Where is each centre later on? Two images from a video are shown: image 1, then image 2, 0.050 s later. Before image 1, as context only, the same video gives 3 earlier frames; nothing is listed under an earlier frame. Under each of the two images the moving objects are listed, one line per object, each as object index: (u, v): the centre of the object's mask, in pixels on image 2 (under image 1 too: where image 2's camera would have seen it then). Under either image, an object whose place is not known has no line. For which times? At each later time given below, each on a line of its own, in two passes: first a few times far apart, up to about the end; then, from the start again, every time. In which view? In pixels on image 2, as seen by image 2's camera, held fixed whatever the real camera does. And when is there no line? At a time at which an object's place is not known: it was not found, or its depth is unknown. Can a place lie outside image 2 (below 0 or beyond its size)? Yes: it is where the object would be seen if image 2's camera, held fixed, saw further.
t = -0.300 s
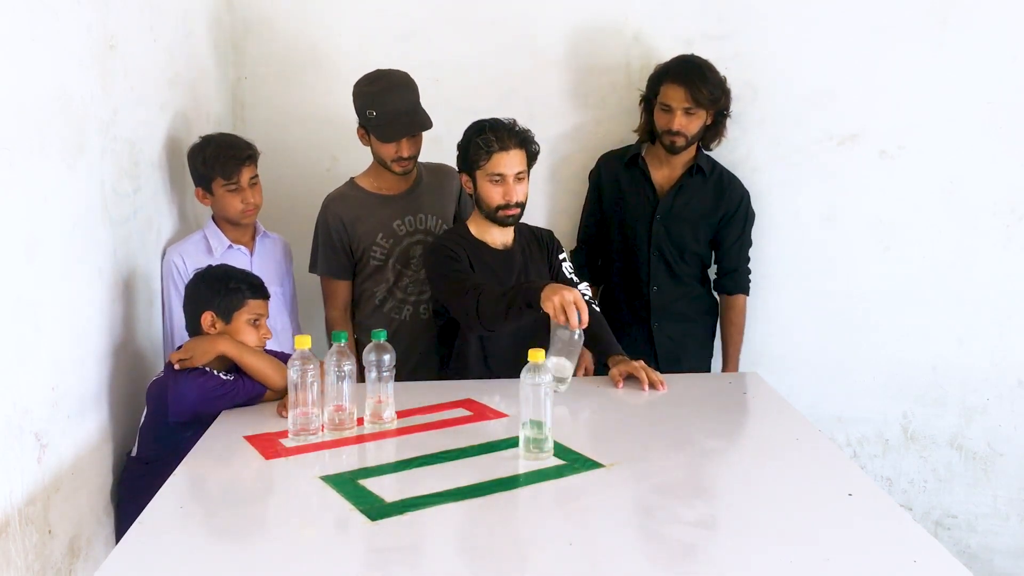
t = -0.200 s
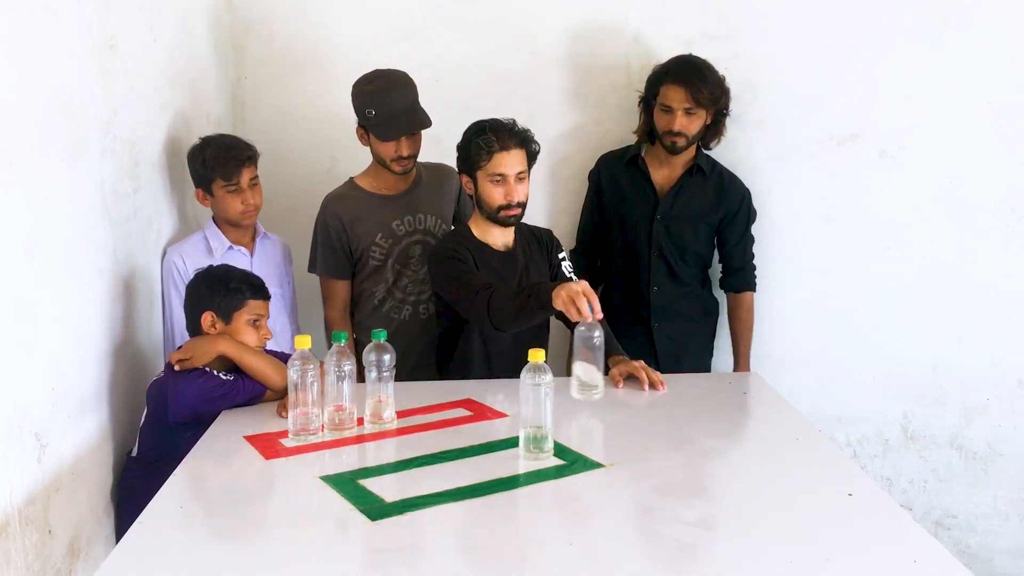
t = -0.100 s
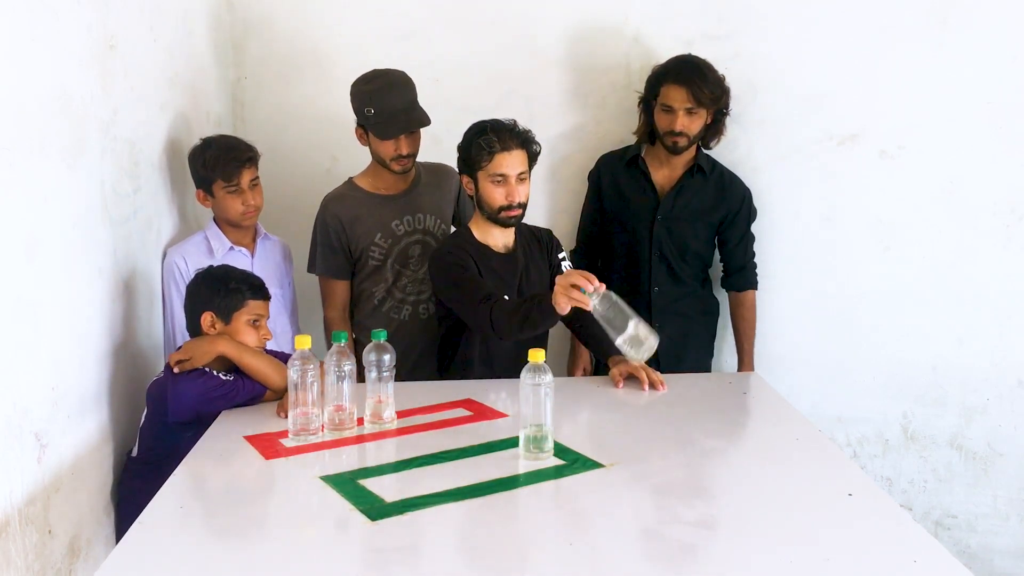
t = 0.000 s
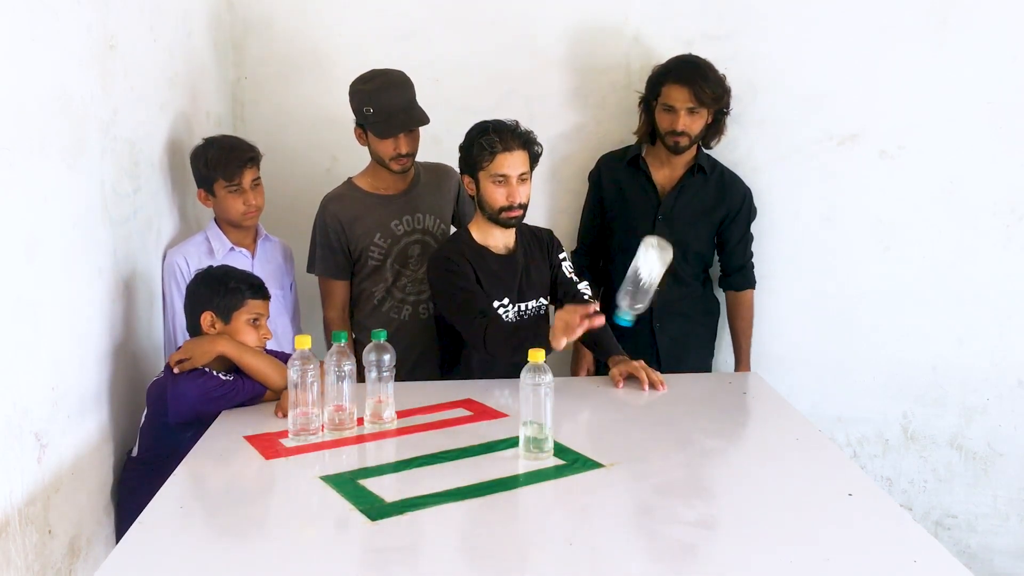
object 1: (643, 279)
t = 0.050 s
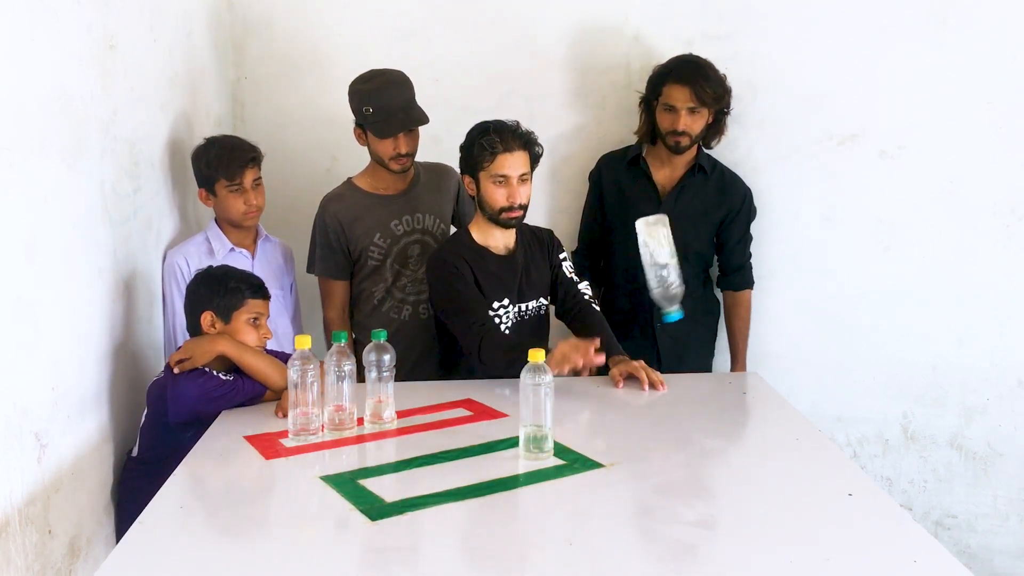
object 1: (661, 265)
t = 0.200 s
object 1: (681, 253)
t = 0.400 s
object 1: (699, 395)
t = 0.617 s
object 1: (697, 392)
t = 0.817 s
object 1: (705, 396)
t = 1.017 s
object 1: (705, 396)
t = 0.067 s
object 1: (667, 259)
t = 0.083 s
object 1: (671, 253)
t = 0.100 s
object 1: (675, 248)
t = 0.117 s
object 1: (677, 244)
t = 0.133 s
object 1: (679, 242)
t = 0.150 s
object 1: (679, 241)
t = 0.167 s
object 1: (679, 243)
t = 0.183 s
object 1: (680, 247)
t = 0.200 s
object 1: (681, 253)
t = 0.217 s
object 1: (683, 260)
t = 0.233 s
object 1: (685, 269)
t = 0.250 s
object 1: (687, 279)
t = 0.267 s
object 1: (688, 292)
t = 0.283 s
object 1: (690, 306)
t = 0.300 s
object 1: (692, 321)
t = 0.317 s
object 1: (694, 337)
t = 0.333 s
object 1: (696, 355)
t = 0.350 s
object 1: (698, 375)
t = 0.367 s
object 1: (699, 394)
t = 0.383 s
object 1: (699, 392)
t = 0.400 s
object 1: (699, 395)
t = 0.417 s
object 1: (699, 397)
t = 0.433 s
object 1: (697, 395)
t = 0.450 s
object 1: (696, 394)
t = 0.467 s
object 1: (696, 394)
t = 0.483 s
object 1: (695, 394)
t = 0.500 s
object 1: (695, 393)
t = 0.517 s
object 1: (695, 393)
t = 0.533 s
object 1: (695, 393)
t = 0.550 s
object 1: (695, 392)
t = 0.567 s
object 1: (695, 392)
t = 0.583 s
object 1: (696, 392)
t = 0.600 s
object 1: (697, 392)
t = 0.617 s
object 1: (697, 392)
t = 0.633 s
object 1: (697, 392)
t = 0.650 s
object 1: (697, 392)
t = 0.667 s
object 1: (697, 392)
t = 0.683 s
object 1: (697, 392)
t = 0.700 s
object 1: (697, 392)
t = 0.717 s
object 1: (698, 393)
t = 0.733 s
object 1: (699, 393)
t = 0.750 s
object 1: (700, 394)
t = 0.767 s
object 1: (701, 394)
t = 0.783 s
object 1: (702, 395)
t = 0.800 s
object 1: (704, 396)
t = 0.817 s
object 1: (705, 396)
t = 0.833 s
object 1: (706, 397)
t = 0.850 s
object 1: (706, 398)
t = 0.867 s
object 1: (706, 398)
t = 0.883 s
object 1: (706, 398)
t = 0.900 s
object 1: (706, 398)
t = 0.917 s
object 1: (705, 398)
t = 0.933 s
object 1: (705, 398)
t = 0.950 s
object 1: (705, 398)
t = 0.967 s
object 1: (704, 397)
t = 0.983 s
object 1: (704, 397)
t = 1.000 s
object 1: (704, 397)
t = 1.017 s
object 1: (705, 396)
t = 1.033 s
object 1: (706, 396)
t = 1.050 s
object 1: (707, 396)
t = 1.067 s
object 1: (707, 396)
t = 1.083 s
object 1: (707, 396)
